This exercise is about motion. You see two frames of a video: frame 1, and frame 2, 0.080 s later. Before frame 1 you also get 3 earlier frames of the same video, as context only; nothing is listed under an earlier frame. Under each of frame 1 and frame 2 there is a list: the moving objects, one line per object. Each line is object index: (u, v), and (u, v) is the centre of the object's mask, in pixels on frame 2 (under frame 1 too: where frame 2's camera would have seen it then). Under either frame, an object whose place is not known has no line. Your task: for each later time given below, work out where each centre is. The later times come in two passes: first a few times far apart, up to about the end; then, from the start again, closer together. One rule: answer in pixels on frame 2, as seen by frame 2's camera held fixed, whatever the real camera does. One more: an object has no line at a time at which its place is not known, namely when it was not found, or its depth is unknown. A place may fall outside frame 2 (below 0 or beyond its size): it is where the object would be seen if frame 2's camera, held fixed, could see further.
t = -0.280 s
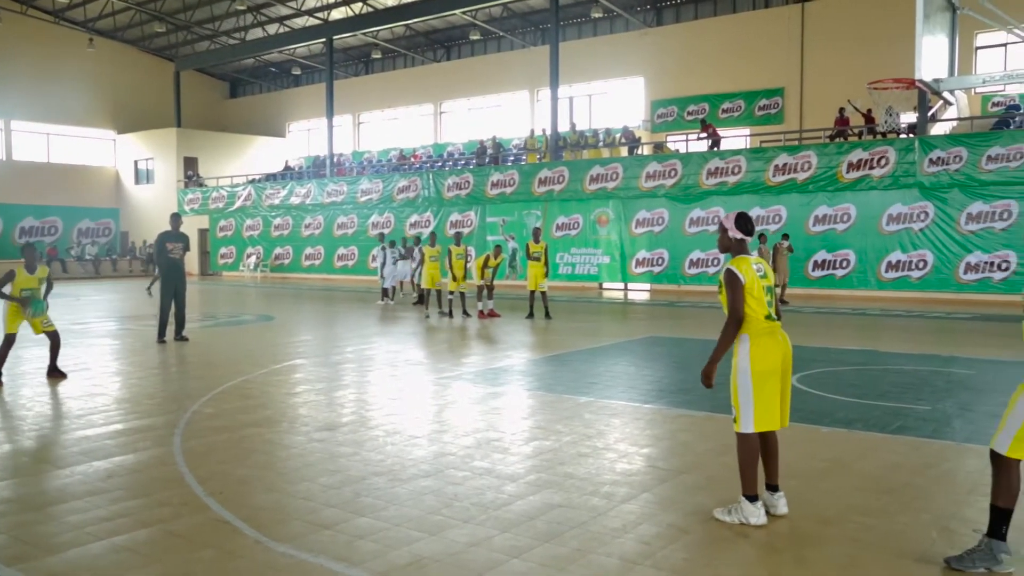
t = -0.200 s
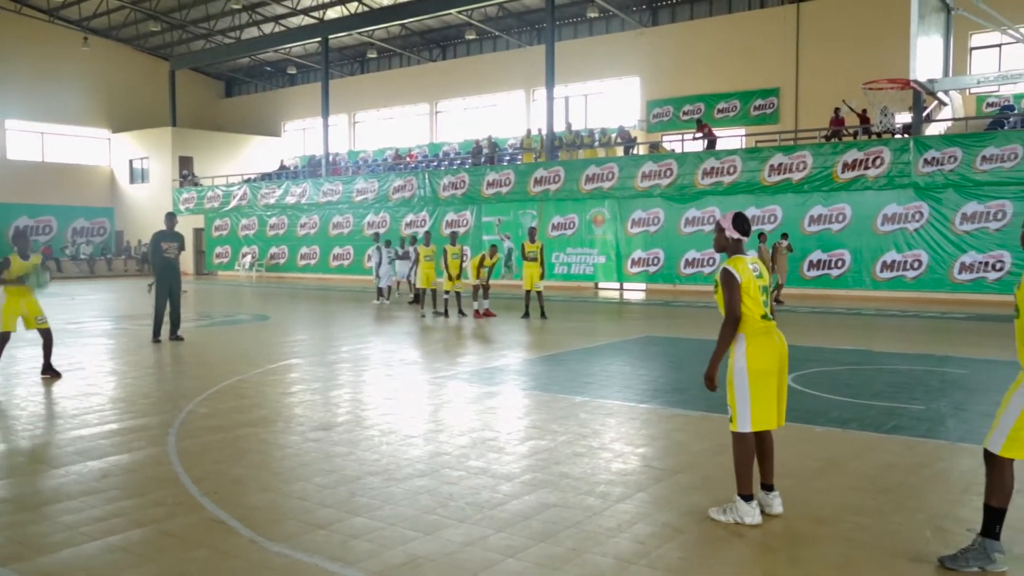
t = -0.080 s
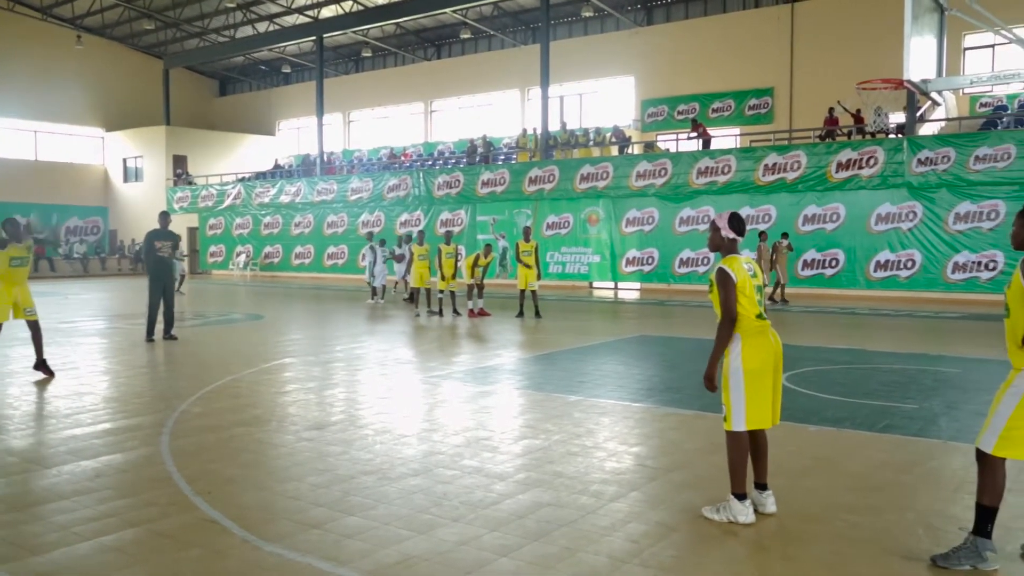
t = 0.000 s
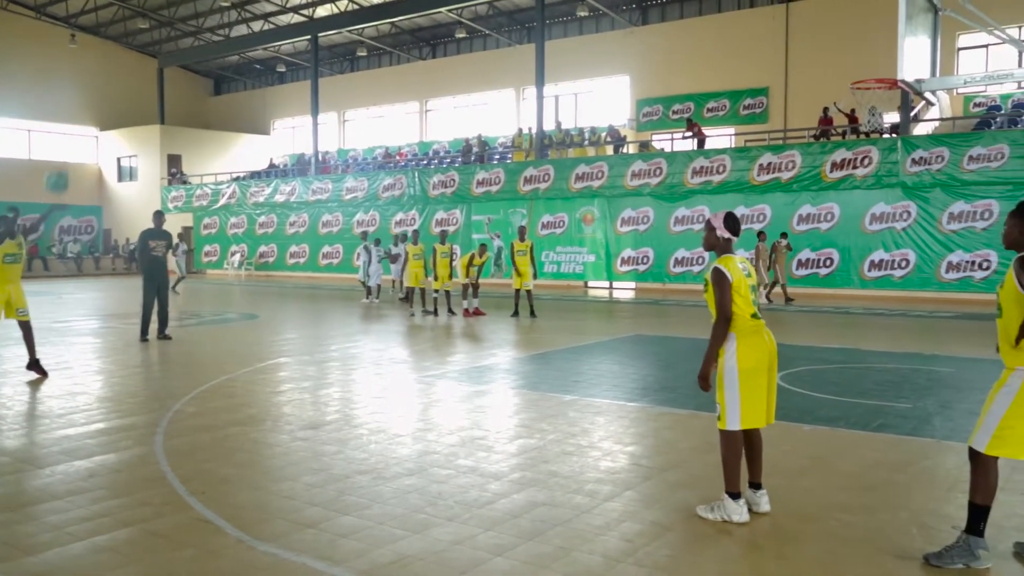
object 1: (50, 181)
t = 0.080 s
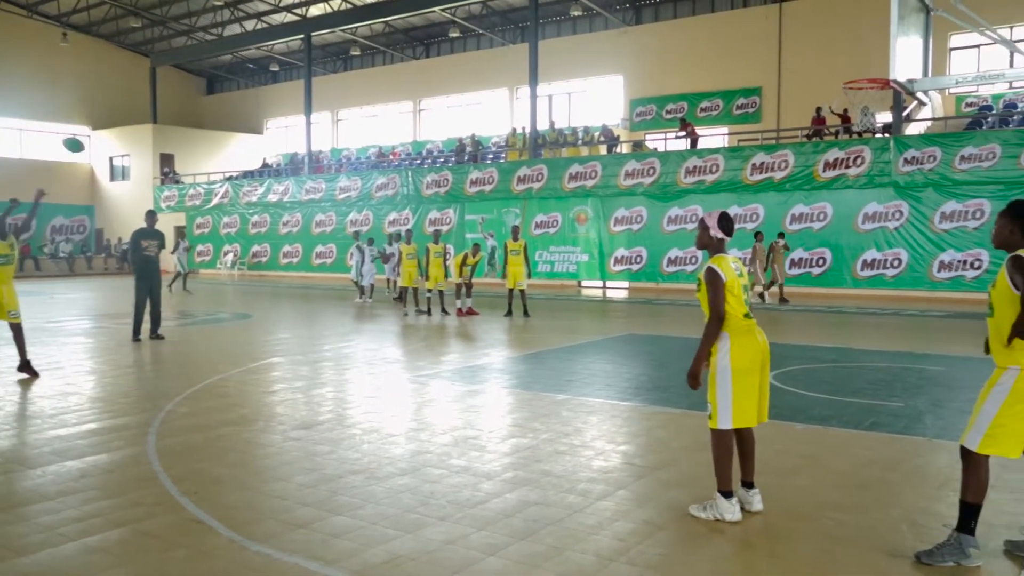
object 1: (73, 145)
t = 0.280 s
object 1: (137, 78)
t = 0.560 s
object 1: (242, 45)
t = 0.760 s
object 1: (335, 82)
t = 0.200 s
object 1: (111, 100)
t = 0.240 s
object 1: (123, 88)
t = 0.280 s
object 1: (137, 78)
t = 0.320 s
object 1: (151, 67)
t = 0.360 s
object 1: (165, 59)
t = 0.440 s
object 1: (195, 49)
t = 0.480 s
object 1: (211, 45)
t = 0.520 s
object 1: (226, 44)
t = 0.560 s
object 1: (242, 45)
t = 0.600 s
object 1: (259, 47)
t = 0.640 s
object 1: (279, 53)
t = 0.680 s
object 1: (297, 61)
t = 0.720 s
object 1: (315, 70)
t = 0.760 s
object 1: (335, 82)
